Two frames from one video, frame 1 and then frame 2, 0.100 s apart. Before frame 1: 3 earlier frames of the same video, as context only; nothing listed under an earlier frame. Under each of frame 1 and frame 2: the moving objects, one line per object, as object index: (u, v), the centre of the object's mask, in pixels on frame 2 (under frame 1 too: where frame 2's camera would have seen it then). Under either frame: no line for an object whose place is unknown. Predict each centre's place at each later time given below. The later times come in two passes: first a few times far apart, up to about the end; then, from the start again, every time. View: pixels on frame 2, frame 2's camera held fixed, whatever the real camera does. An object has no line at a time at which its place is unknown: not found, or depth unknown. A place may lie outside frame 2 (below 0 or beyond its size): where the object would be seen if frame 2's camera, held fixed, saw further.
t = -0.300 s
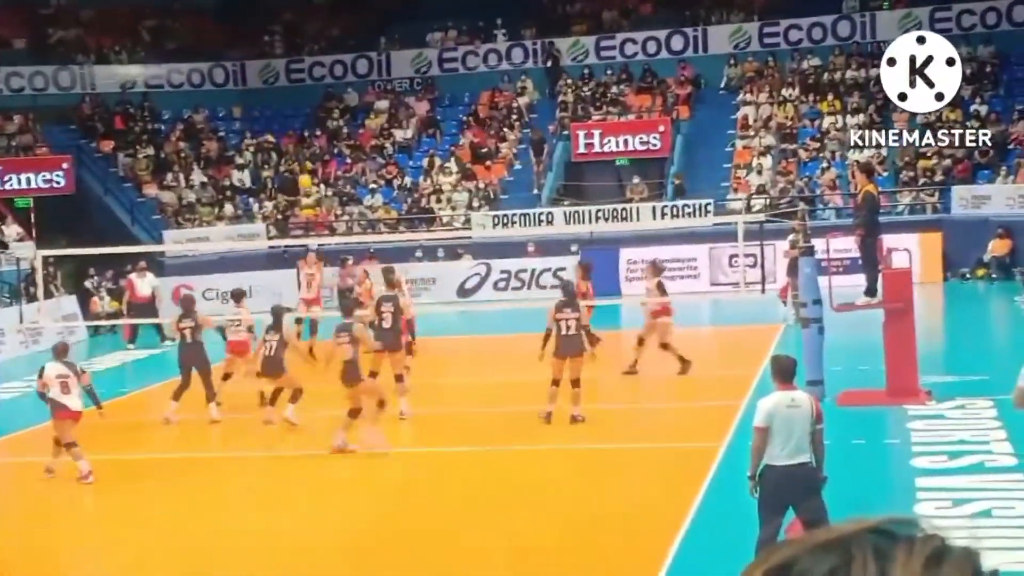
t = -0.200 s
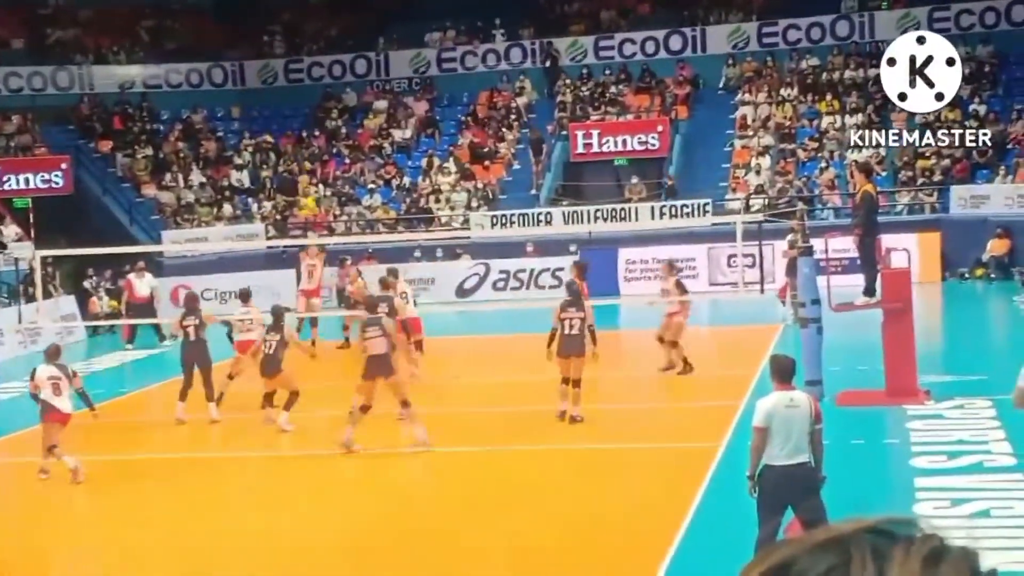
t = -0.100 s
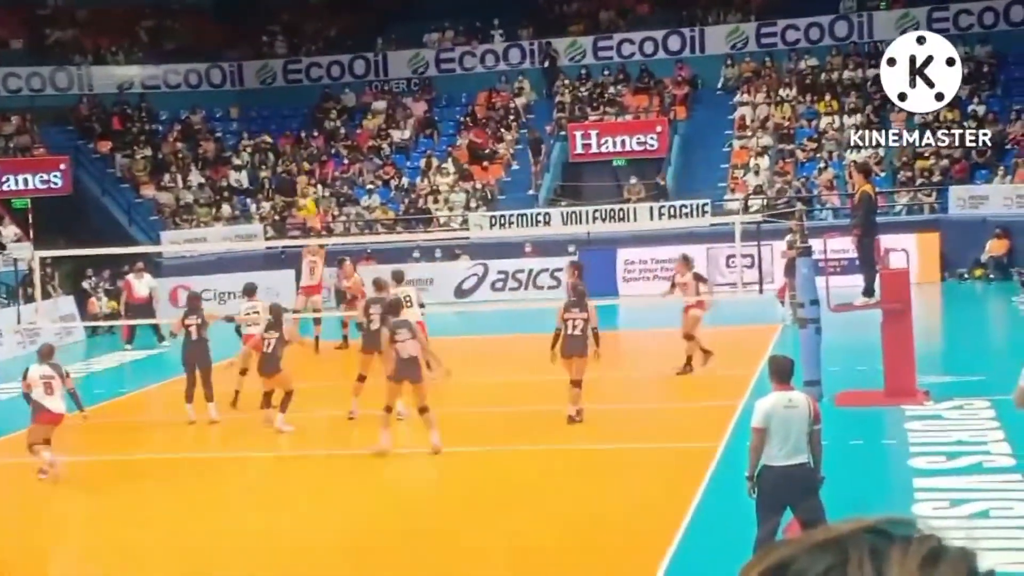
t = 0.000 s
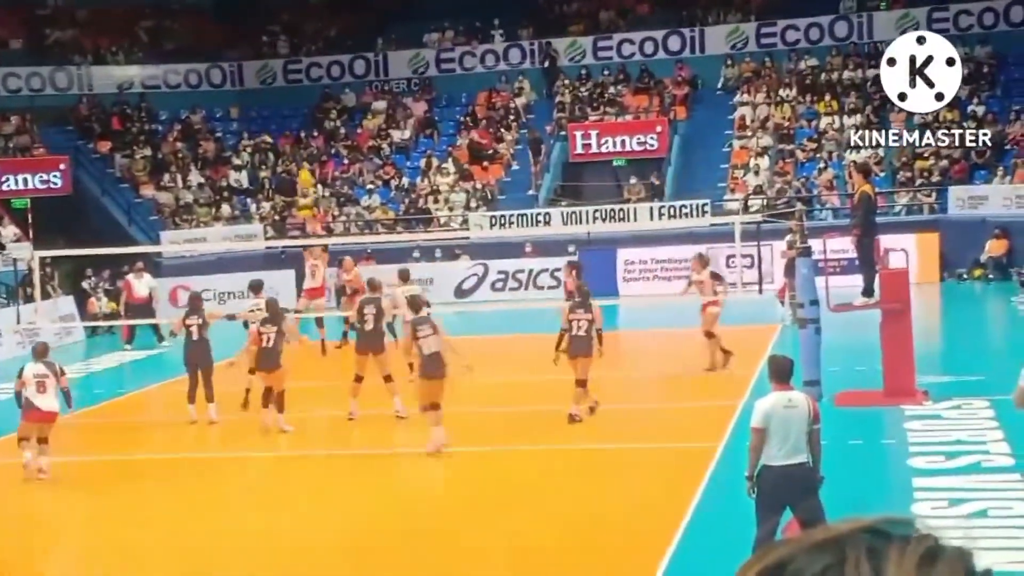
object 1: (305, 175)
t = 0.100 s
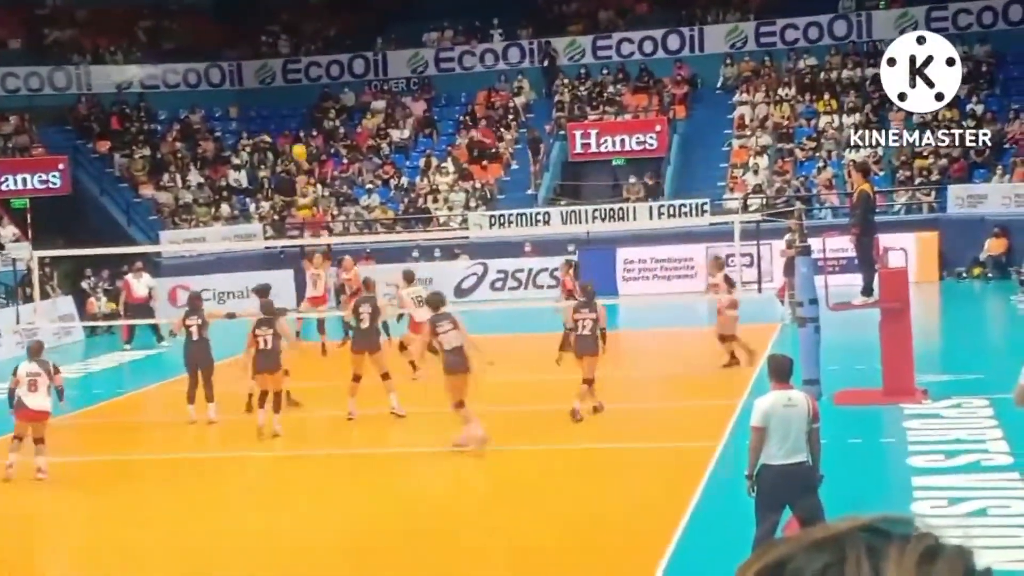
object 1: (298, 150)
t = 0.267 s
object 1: (291, 121)
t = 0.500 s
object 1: (283, 111)
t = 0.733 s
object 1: (278, 137)
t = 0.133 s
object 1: (297, 143)
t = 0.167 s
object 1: (297, 137)
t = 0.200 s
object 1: (295, 131)
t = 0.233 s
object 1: (293, 126)
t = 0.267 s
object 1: (291, 121)
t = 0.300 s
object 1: (290, 118)
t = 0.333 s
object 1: (289, 115)
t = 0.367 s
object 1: (288, 113)
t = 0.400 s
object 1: (286, 111)
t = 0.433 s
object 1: (285, 111)
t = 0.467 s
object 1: (284, 111)
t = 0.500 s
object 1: (283, 111)
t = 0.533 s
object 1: (282, 113)
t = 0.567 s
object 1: (281, 115)
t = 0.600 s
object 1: (280, 117)
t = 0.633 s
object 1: (279, 122)
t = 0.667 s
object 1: (279, 126)
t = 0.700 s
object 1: (278, 132)
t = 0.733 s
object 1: (278, 137)
